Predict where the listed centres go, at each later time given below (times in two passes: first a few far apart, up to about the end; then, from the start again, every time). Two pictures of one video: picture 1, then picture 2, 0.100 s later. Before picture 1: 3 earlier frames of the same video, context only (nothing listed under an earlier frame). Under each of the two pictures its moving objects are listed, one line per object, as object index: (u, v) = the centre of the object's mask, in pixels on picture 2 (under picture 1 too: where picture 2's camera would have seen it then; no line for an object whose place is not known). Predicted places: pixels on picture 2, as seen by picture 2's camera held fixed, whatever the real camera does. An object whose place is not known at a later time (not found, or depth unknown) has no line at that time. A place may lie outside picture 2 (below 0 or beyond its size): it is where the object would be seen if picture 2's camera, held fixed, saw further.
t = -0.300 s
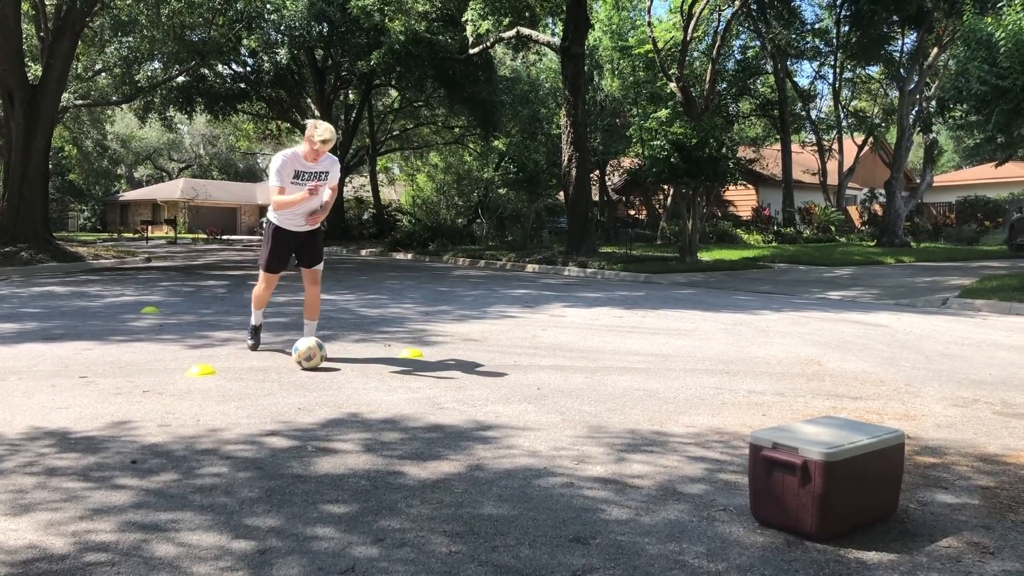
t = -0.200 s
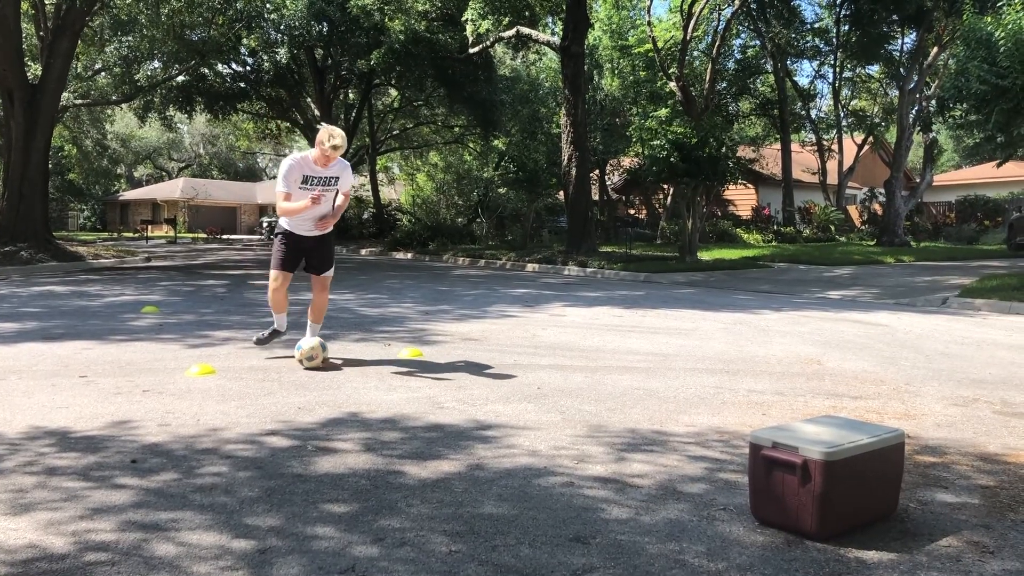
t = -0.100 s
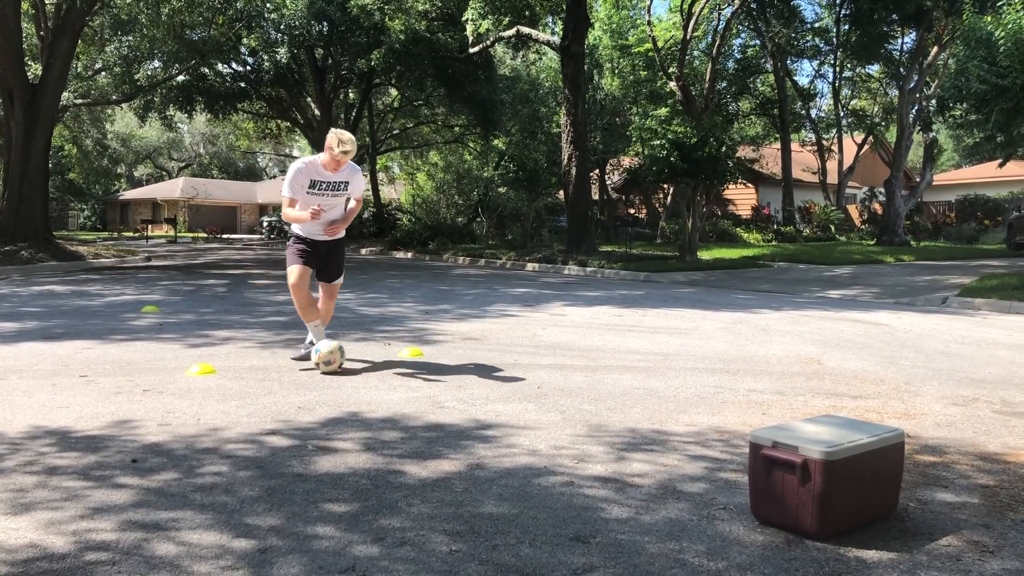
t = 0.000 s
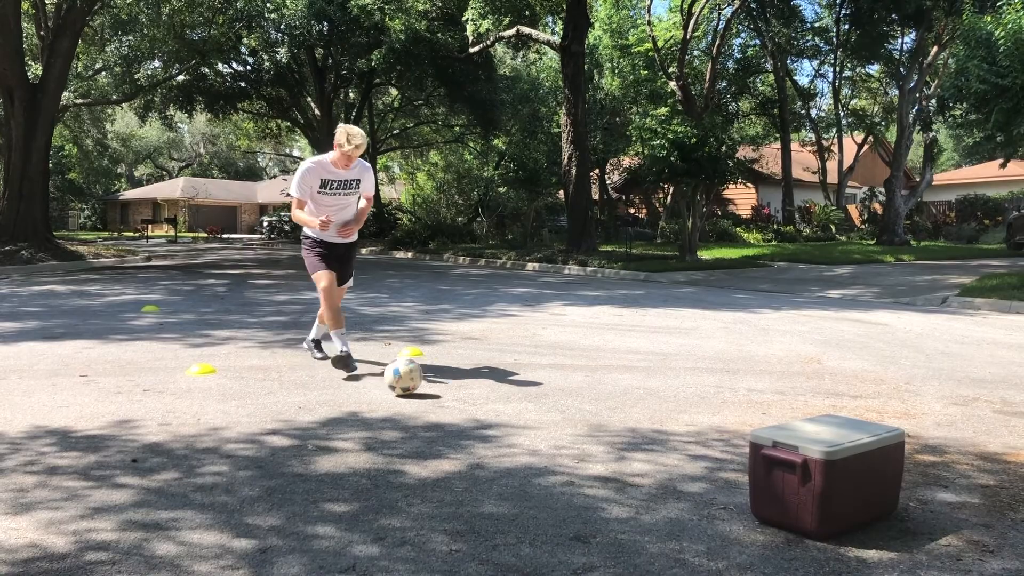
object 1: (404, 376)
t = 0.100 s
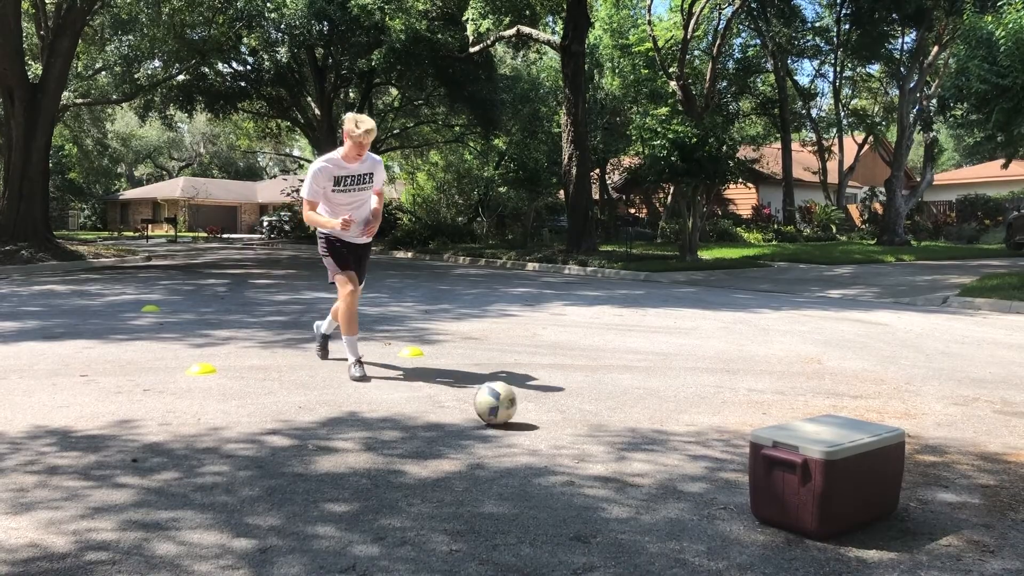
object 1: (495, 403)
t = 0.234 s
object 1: (655, 450)
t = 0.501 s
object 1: (581, 446)
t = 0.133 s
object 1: (531, 413)
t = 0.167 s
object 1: (568, 423)
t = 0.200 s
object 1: (609, 436)
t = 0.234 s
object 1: (655, 450)
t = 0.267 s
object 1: (704, 464)
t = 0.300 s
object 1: (738, 481)
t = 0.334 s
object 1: (714, 472)
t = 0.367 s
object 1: (682, 466)
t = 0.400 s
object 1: (653, 461)
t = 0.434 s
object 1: (627, 455)
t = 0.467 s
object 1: (603, 449)
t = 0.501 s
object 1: (581, 446)
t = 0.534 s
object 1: (562, 441)
